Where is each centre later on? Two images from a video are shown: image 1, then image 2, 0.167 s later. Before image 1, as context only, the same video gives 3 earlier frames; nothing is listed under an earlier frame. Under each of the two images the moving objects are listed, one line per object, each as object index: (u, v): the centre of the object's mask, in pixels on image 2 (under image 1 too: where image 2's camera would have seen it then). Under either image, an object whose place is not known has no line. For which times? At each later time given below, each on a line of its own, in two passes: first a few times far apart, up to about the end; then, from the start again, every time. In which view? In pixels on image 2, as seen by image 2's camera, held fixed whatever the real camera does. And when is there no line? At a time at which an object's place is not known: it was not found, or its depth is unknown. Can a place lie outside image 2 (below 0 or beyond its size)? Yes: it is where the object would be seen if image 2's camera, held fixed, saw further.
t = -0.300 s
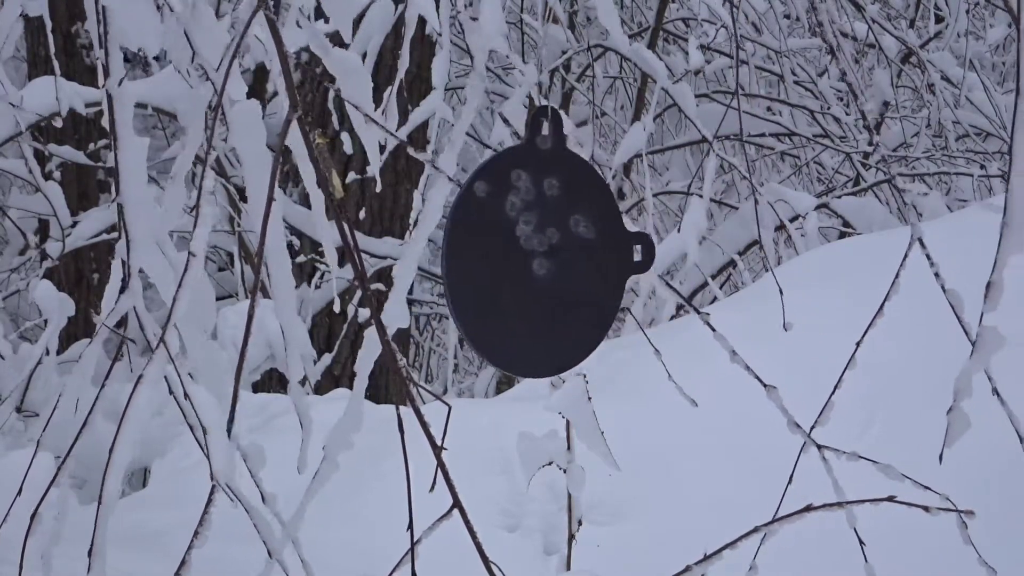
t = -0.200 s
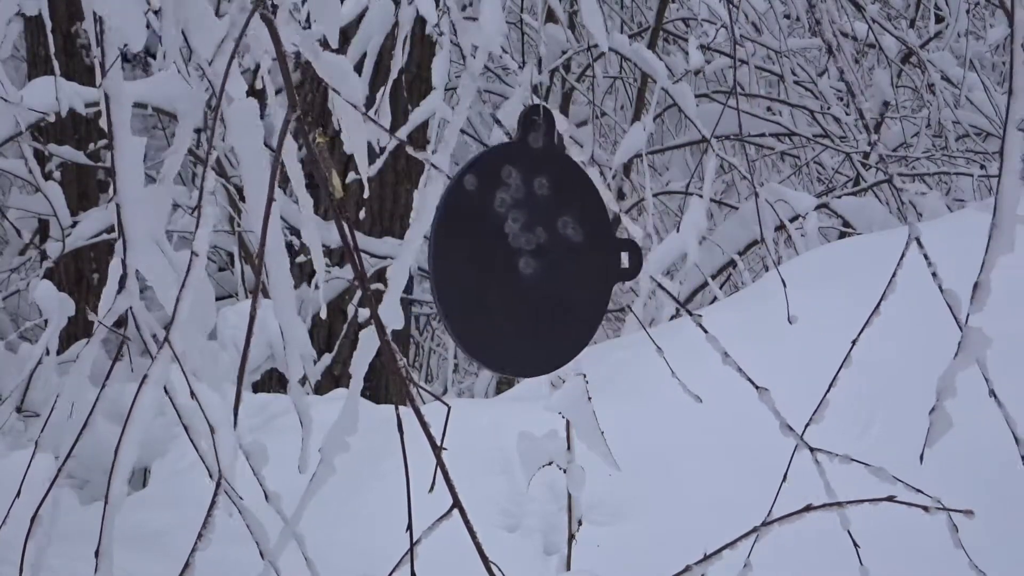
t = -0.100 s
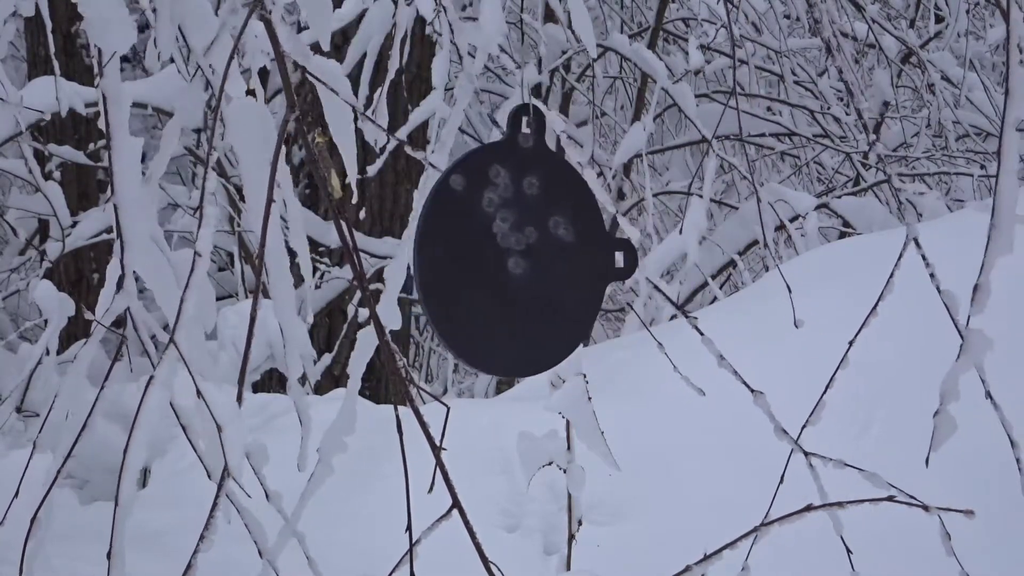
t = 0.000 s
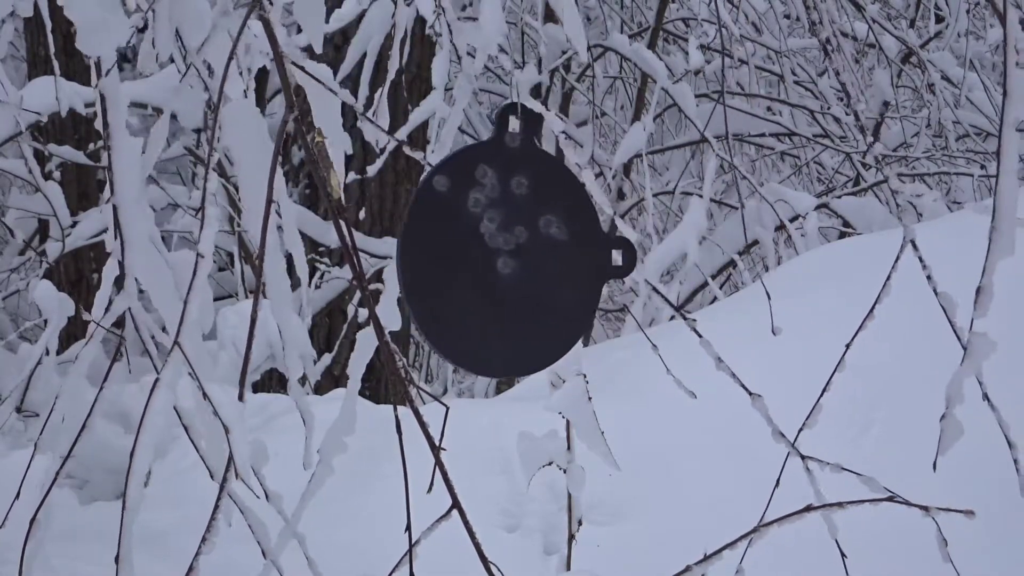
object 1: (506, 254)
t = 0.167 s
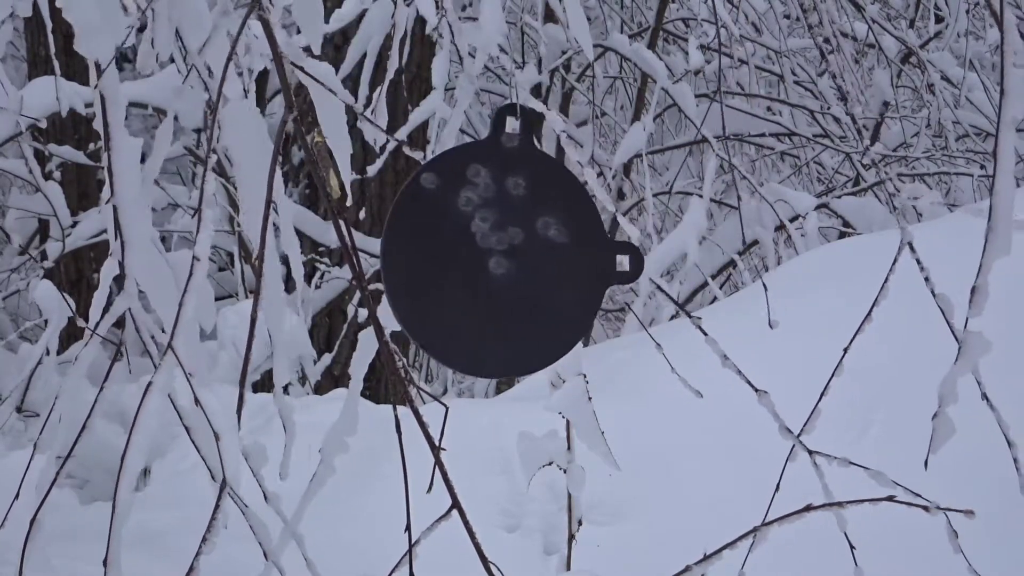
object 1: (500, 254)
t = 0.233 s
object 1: (501, 254)
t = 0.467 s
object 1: (520, 254)
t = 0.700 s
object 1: (554, 258)
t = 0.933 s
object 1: (576, 260)
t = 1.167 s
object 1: (571, 257)
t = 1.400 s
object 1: (563, 256)
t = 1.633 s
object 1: (561, 260)
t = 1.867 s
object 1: (549, 249)
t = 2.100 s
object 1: (515, 246)
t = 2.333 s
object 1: (485, 258)
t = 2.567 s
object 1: (500, 257)
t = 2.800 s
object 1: (559, 257)
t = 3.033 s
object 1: (611, 262)
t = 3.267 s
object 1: (610, 262)
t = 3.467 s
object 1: (563, 259)
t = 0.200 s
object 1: (500, 254)
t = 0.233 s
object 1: (501, 254)
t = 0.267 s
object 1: (503, 254)
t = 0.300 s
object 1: (504, 253)
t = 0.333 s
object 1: (507, 253)
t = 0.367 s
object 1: (509, 253)
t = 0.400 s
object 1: (512, 253)
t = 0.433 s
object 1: (516, 254)
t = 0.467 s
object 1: (520, 254)
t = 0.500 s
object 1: (524, 255)
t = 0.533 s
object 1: (530, 256)
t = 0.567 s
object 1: (534, 256)
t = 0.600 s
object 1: (539, 256)
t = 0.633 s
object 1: (544, 257)
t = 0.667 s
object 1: (549, 258)
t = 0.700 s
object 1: (554, 258)
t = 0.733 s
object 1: (558, 259)
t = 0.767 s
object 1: (562, 259)
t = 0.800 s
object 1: (566, 260)
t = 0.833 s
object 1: (569, 260)
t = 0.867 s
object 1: (572, 260)
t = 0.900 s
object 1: (574, 261)
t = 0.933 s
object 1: (576, 260)
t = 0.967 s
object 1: (577, 260)
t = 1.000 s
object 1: (577, 260)
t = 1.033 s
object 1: (576, 260)
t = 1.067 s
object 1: (575, 259)
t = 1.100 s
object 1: (574, 258)
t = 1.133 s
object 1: (573, 258)
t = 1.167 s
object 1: (571, 257)
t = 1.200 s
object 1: (569, 256)
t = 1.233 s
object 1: (567, 255)
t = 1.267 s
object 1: (565, 254)
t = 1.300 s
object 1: (564, 254)
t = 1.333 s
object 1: (564, 254)
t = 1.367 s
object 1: (563, 255)
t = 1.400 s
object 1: (563, 256)
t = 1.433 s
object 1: (562, 256)
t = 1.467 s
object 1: (562, 257)
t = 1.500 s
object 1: (561, 258)
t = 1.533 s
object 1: (561, 259)
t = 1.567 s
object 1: (561, 260)
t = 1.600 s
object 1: (561, 261)
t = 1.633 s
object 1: (561, 260)
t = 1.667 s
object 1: (561, 260)
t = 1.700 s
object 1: (560, 259)
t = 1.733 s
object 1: (559, 258)
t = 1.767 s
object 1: (557, 256)
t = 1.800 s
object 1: (555, 254)
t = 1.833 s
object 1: (552, 252)
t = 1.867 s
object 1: (549, 249)
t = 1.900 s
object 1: (545, 247)
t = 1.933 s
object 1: (541, 245)
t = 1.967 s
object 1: (536, 244)
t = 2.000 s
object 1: (531, 244)
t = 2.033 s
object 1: (526, 244)
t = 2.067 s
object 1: (521, 245)
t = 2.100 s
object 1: (515, 246)
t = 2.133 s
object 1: (509, 248)
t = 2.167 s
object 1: (503, 249)
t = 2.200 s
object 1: (498, 251)
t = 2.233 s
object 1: (494, 253)
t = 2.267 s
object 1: (490, 255)
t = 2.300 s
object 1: (487, 256)
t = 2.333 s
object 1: (485, 258)
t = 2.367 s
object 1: (484, 258)
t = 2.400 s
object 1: (484, 259)
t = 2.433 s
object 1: (485, 259)
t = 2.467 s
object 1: (487, 258)
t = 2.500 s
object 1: (491, 258)
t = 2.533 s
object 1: (495, 257)
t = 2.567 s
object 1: (500, 257)
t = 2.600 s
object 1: (506, 258)
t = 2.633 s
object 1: (514, 256)
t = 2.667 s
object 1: (522, 255)
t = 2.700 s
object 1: (530, 255)
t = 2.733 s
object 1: (539, 256)
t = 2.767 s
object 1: (549, 256)
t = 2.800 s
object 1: (559, 257)
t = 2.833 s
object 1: (568, 257)
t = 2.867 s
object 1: (576, 258)
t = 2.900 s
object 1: (585, 258)
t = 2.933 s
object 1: (593, 259)
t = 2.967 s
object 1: (600, 260)
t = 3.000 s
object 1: (606, 261)
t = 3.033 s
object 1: (611, 262)
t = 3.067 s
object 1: (615, 262)
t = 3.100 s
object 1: (617, 262)
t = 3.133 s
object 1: (618, 263)
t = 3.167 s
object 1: (618, 263)
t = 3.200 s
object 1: (616, 262)
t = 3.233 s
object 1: (614, 262)
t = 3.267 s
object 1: (610, 262)
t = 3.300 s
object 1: (605, 261)
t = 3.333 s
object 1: (598, 261)
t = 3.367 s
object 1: (590, 260)
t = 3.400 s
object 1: (582, 260)
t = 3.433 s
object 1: (573, 259)
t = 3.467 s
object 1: (563, 259)
